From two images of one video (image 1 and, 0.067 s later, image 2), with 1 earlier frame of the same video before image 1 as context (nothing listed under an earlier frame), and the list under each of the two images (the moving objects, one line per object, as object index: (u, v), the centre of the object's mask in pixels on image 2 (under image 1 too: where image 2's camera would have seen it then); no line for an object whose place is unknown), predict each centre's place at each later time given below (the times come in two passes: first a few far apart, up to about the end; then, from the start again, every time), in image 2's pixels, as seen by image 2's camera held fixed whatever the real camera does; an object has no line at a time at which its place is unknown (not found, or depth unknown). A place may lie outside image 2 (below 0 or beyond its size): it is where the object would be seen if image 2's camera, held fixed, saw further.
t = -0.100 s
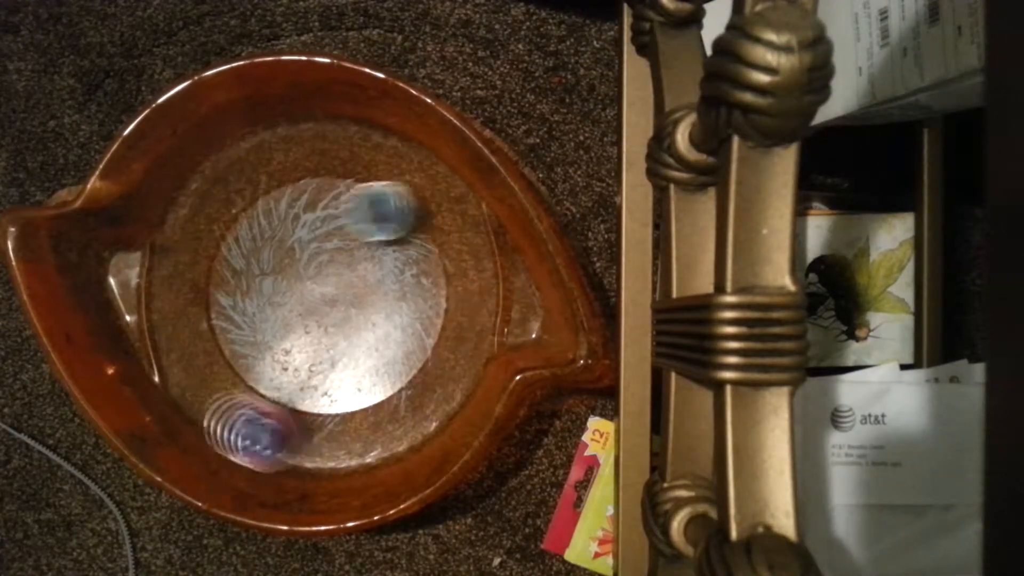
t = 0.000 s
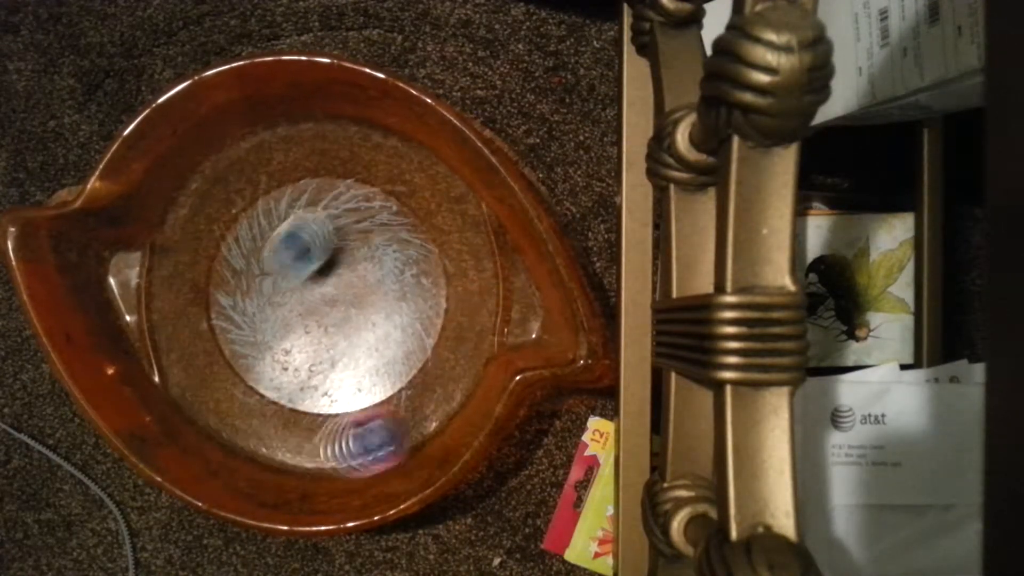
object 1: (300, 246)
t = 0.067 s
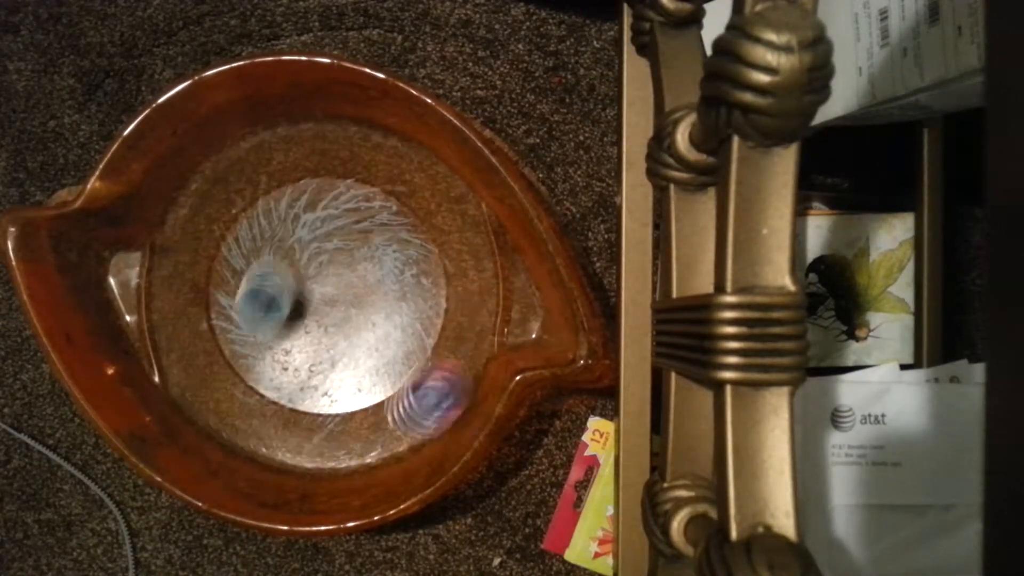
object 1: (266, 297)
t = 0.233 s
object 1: (308, 448)
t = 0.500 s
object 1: (454, 297)
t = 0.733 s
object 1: (268, 192)
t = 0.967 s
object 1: (271, 429)
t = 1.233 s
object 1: (433, 253)
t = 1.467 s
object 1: (184, 263)
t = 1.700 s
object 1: (292, 443)
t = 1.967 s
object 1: (446, 251)
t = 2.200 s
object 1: (260, 150)
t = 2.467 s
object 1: (204, 403)
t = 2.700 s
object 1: (429, 396)
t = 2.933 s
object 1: (431, 187)
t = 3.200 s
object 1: (191, 245)
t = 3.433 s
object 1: (279, 439)
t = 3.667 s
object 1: (450, 324)
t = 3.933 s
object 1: (364, 162)
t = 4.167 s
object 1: (212, 289)
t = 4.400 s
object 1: (271, 261)
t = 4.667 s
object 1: (302, 264)
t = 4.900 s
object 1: (332, 233)
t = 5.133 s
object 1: (298, 237)
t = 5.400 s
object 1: (328, 262)
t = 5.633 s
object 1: (333, 245)
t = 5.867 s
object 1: (231, 286)
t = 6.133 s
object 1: (323, 389)
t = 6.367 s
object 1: (380, 382)
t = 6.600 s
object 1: (373, 305)
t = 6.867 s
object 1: (363, 351)
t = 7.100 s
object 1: (396, 322)
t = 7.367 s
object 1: (426, 265)
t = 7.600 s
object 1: (416, 179)
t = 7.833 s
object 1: (305, 221)
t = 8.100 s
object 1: (337, 343)
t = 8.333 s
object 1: (393, 403)
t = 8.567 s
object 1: (402, 337)
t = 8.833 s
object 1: (361, 331)
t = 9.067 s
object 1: (362, 347)
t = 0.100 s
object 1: (254, 330)
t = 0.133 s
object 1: (252, 373)
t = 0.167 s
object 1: (262, 403)
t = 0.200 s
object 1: (283, 429)
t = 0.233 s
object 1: (308, 448)
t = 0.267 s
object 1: (336, 448)
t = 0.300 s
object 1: (367, 439)
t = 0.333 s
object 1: (397, 427)
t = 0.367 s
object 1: (422, 411)
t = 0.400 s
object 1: (441, 387)
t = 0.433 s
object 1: (453, 360)
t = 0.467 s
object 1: (457, 330)
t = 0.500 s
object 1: (454, 297)
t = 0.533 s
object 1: (442, 264)
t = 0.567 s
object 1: (422, 235)
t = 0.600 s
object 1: (396, 211)
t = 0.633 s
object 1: (366, 195)
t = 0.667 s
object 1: (334, 187)
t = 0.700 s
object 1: (301, 185)
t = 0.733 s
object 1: (268, 192)
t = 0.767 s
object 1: (236, 211)
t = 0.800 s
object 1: (210, 247)
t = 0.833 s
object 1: (189, 291)
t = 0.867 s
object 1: (178, 333)
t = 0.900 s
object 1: (179, 371)
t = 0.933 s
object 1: (235, 416)
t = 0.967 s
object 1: (271, 429)
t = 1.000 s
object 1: (306, 436)
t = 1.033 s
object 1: (340, 434)
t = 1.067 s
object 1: (373, 421)
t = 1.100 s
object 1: (403, 400)
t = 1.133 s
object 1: (424, 372)
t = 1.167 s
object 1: (436, 336)
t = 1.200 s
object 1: (440, 296)
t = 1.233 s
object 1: (433, 253)
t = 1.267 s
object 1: (410, 216)
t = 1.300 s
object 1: (371, 189)
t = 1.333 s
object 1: (324, 179)
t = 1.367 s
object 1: (275, 187)
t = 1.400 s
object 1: (234, 208)
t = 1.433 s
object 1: (204, 233)
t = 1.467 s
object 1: (184, 263)
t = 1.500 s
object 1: (173, 298)
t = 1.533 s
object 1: (173, 334)
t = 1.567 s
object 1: (181, 367)
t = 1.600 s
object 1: (199, 395)
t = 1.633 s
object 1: (225, 419)
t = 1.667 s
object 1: (256, 435)
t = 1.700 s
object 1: (292, 443)
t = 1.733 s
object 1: (327, 441)
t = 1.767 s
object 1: (360, 433)
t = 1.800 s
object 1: (392, 415)
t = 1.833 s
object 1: (418, 391)
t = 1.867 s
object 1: (435, 360)
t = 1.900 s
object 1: (445, 323)
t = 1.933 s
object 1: (450, 287)
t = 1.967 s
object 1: (446, 251)
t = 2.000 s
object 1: (436, 216)
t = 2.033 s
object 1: (418, 186)
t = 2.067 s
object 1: (395, 161)
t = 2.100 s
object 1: (364, 146)
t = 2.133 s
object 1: (329, 140)
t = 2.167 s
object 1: (294, 141)
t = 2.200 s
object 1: (260, 150)
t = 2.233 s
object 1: (229, 167)
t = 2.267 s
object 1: (202, 193)
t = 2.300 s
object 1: (184, 225)
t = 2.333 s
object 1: (173, 262)
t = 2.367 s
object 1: (169, 299)
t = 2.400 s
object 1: (172, 337)
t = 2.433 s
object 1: (184, 371)
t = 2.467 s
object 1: (204, 403)
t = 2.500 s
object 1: (235, 425)
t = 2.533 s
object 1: (269, 438)
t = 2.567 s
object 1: (304, 445)
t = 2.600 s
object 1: (339, 444)
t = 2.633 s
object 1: (373, 434)
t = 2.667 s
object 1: (403, 419)
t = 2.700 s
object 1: (429, 396)
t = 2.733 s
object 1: (448, 368)
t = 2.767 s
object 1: (461, 338)
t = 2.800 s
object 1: (468, 306)
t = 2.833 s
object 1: (470, 274)
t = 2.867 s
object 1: (466, 240)
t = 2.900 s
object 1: (455, 210)
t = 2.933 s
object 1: (431, 187)
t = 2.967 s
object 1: (402, 170)
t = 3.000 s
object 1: (370, 159)
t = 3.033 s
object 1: (336, 154)
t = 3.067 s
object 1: (302, 157)
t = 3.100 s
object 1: (268, 168)
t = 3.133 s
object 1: (236, 188)
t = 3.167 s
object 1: (210, 213)
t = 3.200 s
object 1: (191, 245)
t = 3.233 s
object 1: (179, 280)
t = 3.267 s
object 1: (173, 316)
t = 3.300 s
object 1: (174, 353)
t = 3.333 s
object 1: (186, 385)
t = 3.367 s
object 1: (211, 410)
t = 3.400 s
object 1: (243, 428)
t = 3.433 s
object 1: (279, 439)
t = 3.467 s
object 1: (312, 442)
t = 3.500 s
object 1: (344, 438)
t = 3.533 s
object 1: (376, 427)
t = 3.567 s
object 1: (404, 409)
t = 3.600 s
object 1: (426, 383)
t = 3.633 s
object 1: (441, 355)
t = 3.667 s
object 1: (450, 324)
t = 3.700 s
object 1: (455, 293)
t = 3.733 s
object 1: (454, 261)
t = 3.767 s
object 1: (446, 229)
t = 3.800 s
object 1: (440, 212)
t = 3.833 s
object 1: (430, 198)
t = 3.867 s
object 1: (413, 184)
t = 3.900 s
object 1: (390, 171)
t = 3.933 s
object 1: (364, 162)
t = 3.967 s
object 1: (334, 160)
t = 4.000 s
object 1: (304, 165)
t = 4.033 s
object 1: (276, 177)
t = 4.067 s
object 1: (250, 199)
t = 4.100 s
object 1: (231, 227)
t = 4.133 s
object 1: (218, 258)
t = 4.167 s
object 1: (212, 289)
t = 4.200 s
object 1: (212, 320)
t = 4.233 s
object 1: (218, 337)
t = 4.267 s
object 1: (228, 314)
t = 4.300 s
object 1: (238, 293)
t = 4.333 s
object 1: (251, 277)
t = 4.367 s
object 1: (262, 267)
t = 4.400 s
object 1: (271, 261)
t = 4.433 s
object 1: (279, 260)
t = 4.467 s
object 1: (282, 261)
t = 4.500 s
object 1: (283, 263)
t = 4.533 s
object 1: (283, 264)
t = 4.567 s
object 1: (284, 266)
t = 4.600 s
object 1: (287, 266)
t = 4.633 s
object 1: (293, 265)
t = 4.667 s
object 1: (302, 264)
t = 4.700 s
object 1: (312, 263)
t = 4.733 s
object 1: (318, 261)
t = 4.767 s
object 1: (322, 257)
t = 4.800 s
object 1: (325, 251)
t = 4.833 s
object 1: (327, 244)
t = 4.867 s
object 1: (330, 238)
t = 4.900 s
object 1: (332, 233)
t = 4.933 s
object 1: (334, 230)
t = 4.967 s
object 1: (331, 228)
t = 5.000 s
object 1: (325, 226)
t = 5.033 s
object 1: (319, 226)
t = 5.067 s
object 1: (311, 227)
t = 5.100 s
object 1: (303, 231)
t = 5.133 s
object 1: (298, 237)
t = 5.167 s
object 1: (295, 244)
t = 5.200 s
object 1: (295, 253)
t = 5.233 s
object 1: (298, 263)
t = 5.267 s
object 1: (304, 273)
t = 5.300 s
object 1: (313, 282)
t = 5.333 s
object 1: (320, 281)
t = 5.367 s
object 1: (323, 271)
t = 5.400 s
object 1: (328, 262)
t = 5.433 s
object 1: (333, 256)
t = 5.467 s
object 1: (339, 252)
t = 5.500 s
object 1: (341, 248)
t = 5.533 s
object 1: (343, 247)
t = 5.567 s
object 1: (344, 248)
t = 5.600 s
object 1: (343, 249)
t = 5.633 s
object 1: (333, 245)
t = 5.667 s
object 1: (312, 237)
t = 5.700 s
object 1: (293, 233)
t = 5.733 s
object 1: (277, 234)
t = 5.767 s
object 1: (263, 239)
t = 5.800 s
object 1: (251, 251)
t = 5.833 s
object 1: (239, 267)
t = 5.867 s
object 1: (231, 286)
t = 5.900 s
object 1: (228, 307)
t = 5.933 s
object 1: (232, 326)
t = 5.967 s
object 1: (240, 344)
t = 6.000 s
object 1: (254, 359)
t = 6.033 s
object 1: (271, 369)
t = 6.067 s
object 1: (290, 375)
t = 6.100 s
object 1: (307, 378)
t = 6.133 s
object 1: (323, 389)
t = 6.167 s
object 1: (330, 414)
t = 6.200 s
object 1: (336, 411)
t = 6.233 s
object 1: (343, 404)
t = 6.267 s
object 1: (353, 399)
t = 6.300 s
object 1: (362, 394)
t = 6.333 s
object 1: (372, 388)
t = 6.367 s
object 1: (380, 382)
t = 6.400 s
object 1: (385, 370)
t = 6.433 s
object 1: (386, 359)
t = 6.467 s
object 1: (387, 348)
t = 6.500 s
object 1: (386, 335)
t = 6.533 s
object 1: (383, 324)
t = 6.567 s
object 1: (379, 313)
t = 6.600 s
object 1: (373, 305)
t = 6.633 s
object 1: (365, 298)
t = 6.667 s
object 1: (356, 293)
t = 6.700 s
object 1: (346, 291)
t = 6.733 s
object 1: (336, 293)
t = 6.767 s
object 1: (340, 308)
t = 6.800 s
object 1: (351, 330)
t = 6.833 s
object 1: (358, 342)
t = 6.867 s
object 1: (363, 351)
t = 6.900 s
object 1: (368, 355)
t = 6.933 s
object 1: (374, 355)
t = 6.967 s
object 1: (381, 353)
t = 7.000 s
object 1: (388, 348)
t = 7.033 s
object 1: (395, 340)
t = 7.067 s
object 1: (397, 330)
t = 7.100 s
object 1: (396, 322)
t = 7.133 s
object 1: (394, 312)
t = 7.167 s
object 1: (390, 305)
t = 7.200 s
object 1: (385, 298)
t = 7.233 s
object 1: (377, 292)
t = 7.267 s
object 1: (368, 288)
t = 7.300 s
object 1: (359, 285)
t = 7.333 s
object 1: (388, 276)
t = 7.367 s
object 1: (426, 265)
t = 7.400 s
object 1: (443, 254)
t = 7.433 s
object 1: (450, 244)
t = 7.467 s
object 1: (452, 232)
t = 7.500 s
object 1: (449, 218)
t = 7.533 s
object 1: (441, 203)
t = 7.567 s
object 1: (430, 190)
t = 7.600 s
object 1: (416, 179)
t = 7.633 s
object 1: (398, 172)
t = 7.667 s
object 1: (380, 170)
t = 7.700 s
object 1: (361, 173)
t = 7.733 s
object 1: (342, 180)
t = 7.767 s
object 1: (325, 190)
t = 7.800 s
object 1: (313, 204)
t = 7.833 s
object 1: (305, 221)
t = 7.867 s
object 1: (299, 241)
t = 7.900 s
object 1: (296, 258)
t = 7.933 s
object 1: (304, 273)
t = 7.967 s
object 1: (313, 282)
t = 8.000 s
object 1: (323, 293)
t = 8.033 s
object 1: (326, 307)
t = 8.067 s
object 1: (333, 326)
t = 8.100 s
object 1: (337, 343)
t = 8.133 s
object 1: (342, 361)
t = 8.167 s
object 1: (348, 376)
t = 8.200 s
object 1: (356, 394)
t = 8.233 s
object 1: (363, 406)
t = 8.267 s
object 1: (372, 407)
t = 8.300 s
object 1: (382, 406)
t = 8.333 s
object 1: (393, 403)
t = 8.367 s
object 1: (404, 398)
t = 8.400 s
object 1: (412, 390)
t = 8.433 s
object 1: (417, 379)
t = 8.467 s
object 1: (419, 368)
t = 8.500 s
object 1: (417, 355)
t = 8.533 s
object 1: (411, 344)
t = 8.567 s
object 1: (402, 337)
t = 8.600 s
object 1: (390, 331)
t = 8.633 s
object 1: (376, 329)
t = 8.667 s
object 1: (374, 328)
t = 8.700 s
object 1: (381, 327)
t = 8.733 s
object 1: (379, 326)
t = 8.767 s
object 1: (374, 326)
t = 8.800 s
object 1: (368, 328)
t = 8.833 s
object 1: (361, 331)
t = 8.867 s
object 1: (355, 332)
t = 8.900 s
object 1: (348, 334)
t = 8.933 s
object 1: (342, 336)
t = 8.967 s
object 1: (344, 339)
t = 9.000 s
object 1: (352, 343)
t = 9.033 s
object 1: (357, 345)
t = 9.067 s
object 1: (362, 347)
